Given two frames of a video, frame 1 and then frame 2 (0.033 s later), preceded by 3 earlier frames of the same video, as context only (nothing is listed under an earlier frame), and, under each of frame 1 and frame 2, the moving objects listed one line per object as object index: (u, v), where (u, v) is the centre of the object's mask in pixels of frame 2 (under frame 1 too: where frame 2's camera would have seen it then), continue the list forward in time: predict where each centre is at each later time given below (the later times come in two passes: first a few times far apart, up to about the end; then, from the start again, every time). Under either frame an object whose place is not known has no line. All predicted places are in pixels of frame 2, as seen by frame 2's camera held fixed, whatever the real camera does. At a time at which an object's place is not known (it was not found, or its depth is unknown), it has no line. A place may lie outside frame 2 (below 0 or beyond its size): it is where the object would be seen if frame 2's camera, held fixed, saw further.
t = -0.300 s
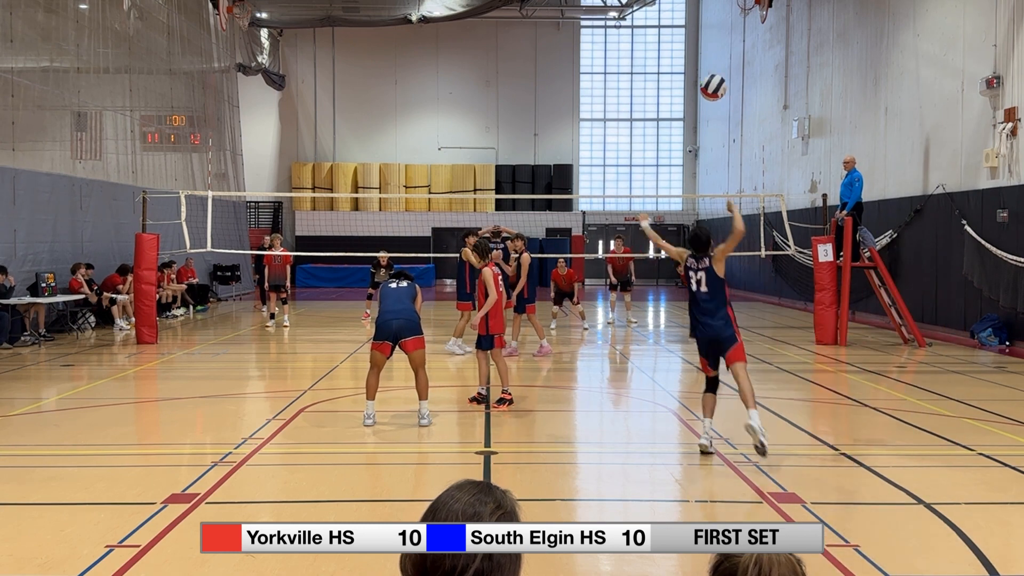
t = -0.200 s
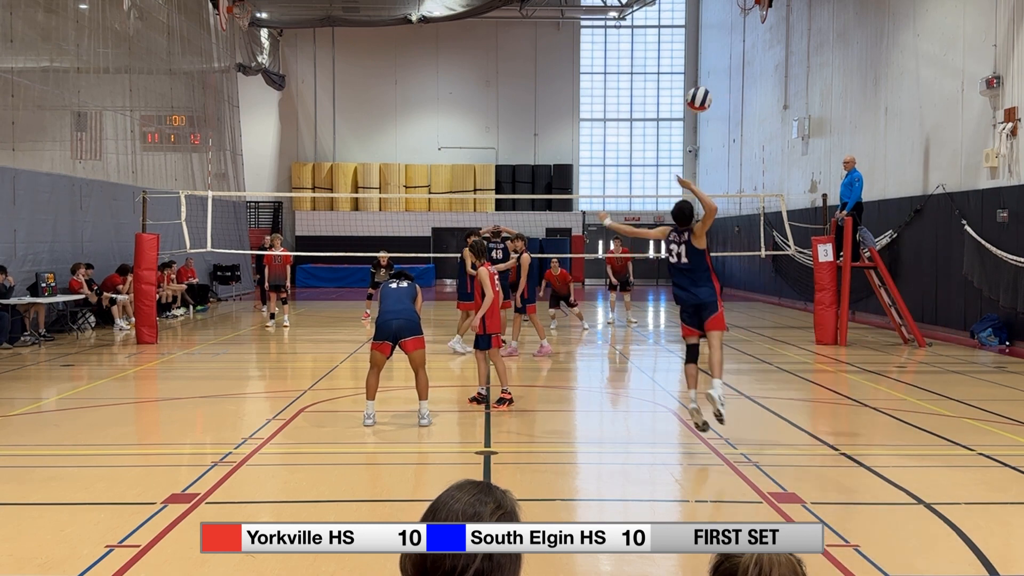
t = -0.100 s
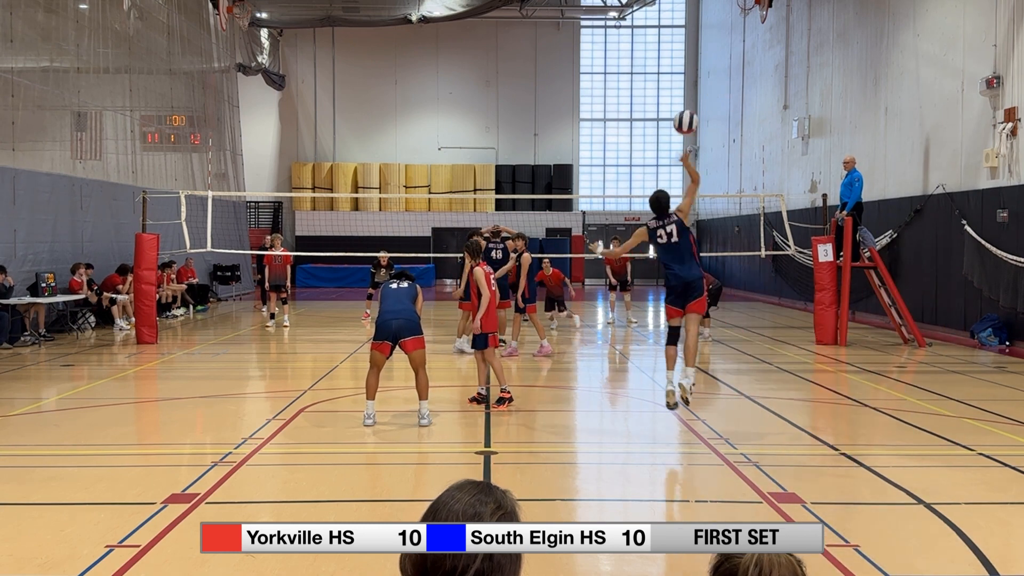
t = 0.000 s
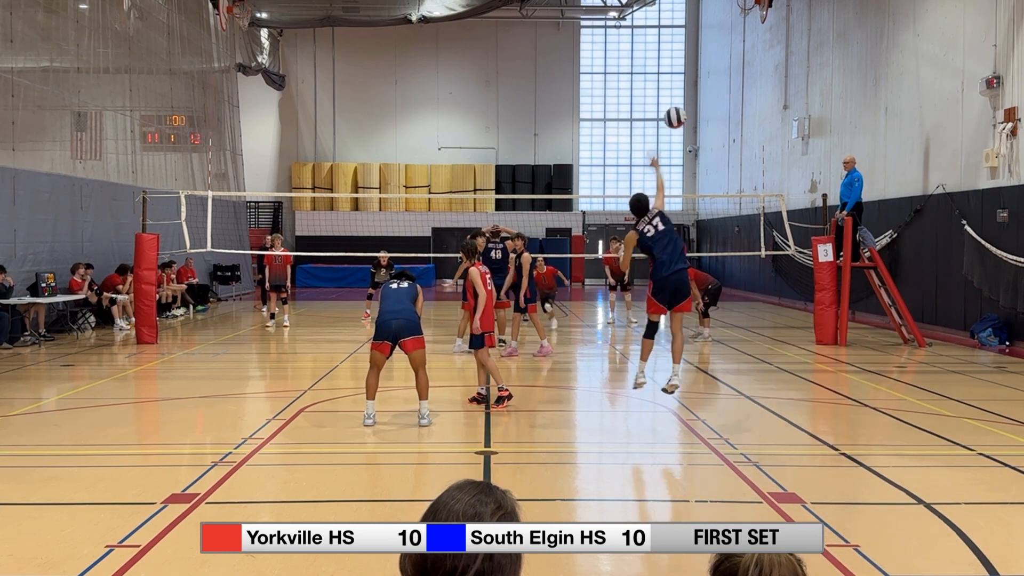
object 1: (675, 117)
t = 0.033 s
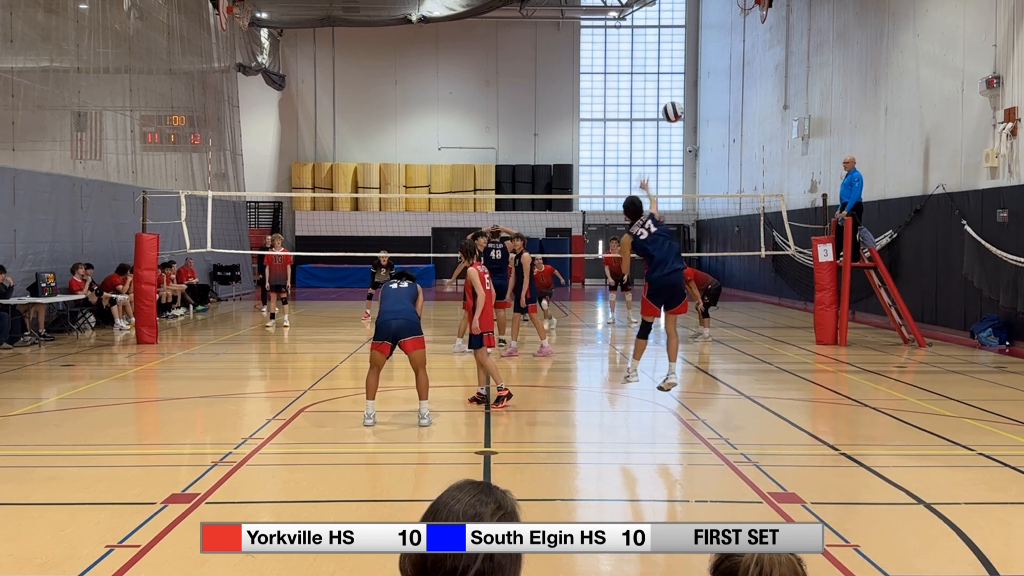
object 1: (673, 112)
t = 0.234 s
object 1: (660, 110)
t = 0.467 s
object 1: (656, 141)
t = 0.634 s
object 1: (656, 170)
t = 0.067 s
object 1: (670, 108)
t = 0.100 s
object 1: (668, 106)
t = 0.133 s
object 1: (666, 105)
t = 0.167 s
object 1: (663, 106)
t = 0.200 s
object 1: (662, 107)
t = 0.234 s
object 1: (660, 110)
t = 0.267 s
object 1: (658, 112)
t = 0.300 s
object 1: (657, 116)
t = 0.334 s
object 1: (656, 120)
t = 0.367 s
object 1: (656, 125)
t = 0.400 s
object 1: (656, 130)
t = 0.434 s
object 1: (656, 133)
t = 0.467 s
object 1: (656, 141)
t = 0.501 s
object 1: (656, 147)
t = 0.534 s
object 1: (656, 153)
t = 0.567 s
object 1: (656, 160)
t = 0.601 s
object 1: (656, 166)
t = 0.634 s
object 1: (656, 170)
